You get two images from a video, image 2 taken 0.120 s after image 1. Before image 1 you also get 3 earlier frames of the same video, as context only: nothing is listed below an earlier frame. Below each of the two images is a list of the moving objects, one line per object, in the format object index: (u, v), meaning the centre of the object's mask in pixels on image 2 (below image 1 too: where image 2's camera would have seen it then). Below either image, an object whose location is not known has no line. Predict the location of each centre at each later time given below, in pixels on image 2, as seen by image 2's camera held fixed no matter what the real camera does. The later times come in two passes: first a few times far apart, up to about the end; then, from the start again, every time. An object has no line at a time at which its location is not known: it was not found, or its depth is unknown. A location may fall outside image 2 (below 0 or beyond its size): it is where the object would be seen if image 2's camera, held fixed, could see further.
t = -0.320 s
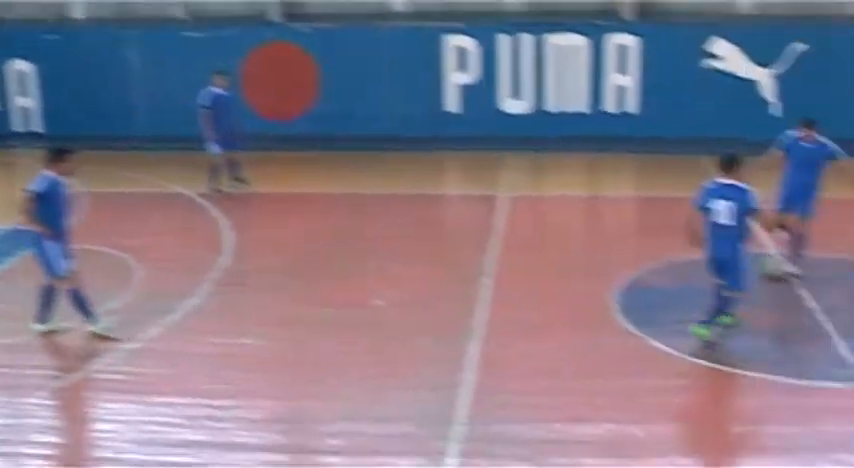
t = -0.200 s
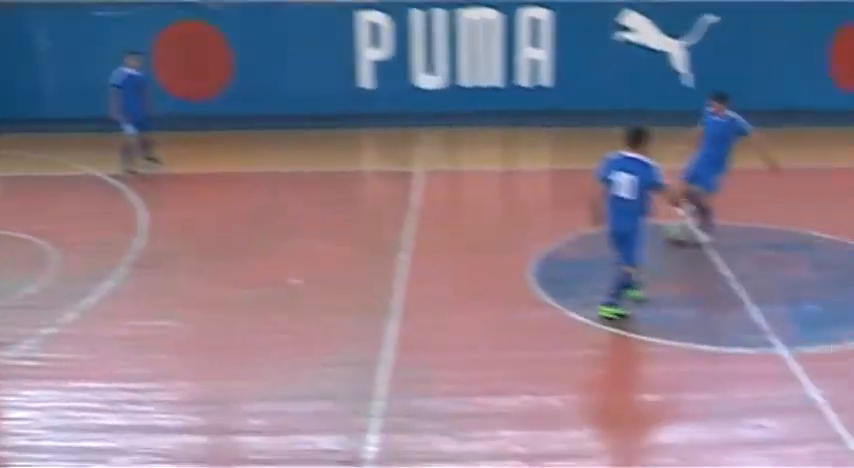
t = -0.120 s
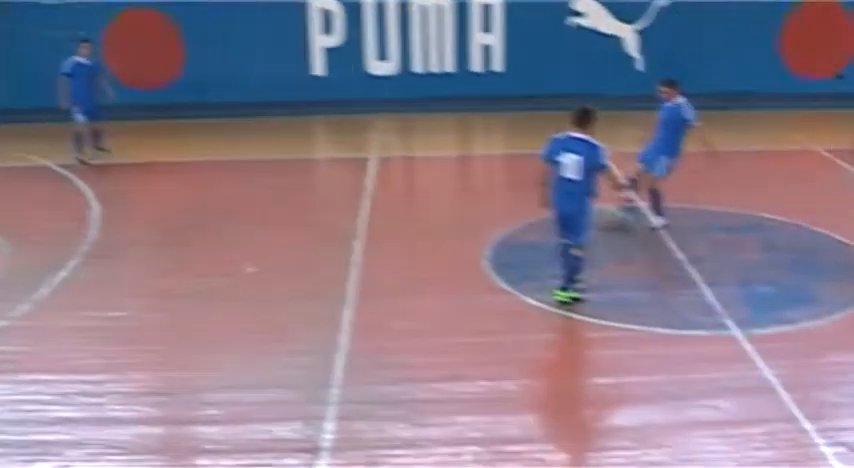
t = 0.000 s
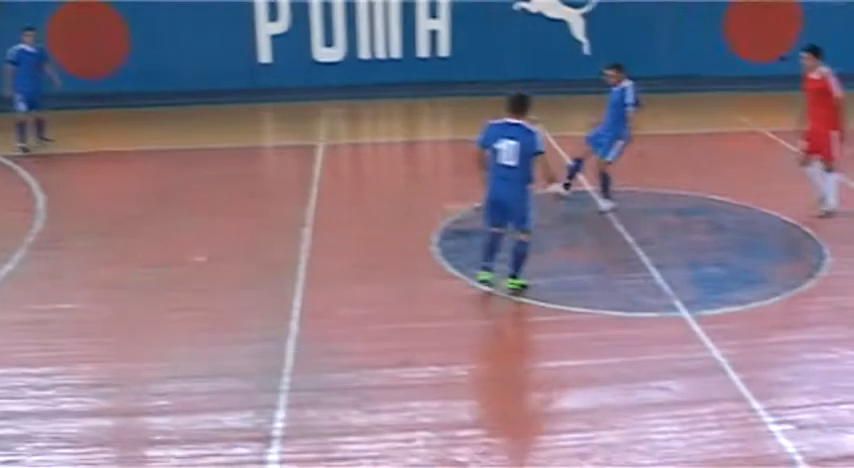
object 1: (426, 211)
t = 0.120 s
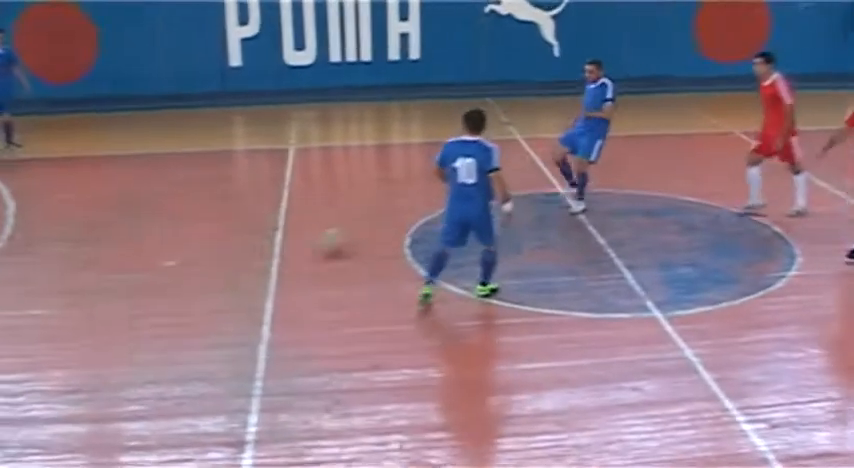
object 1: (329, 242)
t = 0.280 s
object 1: (204, 268)
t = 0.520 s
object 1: (25, 308)
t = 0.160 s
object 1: (303, 244)
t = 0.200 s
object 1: (269, 258)
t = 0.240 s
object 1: (239, 265)
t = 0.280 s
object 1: (204, 268)
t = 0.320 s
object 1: (172, 277)
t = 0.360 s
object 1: (142, 281)
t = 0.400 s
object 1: (113, 289)
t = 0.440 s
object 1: (82, 295)
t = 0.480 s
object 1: (53, 301)
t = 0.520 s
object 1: (25, 308)
